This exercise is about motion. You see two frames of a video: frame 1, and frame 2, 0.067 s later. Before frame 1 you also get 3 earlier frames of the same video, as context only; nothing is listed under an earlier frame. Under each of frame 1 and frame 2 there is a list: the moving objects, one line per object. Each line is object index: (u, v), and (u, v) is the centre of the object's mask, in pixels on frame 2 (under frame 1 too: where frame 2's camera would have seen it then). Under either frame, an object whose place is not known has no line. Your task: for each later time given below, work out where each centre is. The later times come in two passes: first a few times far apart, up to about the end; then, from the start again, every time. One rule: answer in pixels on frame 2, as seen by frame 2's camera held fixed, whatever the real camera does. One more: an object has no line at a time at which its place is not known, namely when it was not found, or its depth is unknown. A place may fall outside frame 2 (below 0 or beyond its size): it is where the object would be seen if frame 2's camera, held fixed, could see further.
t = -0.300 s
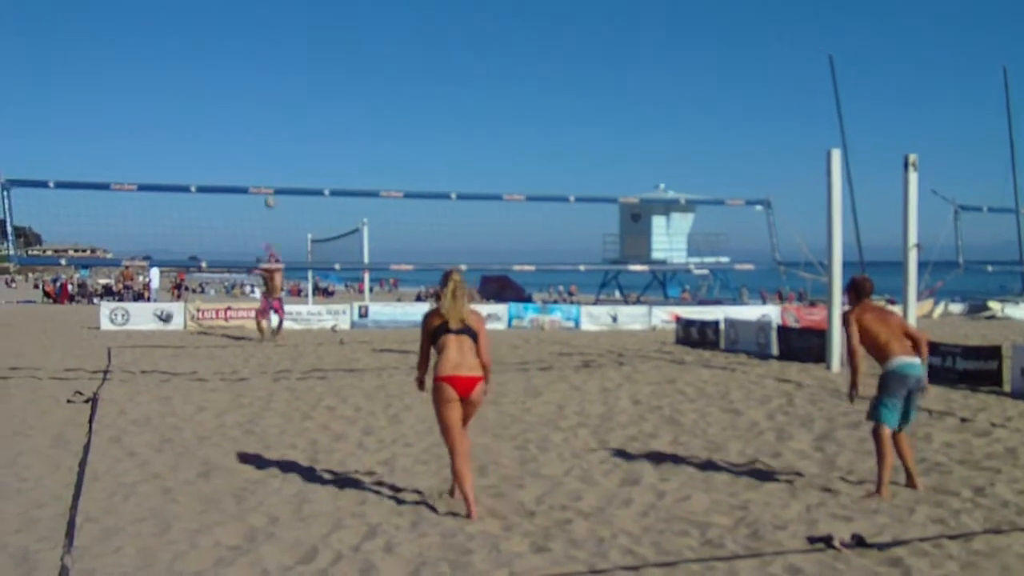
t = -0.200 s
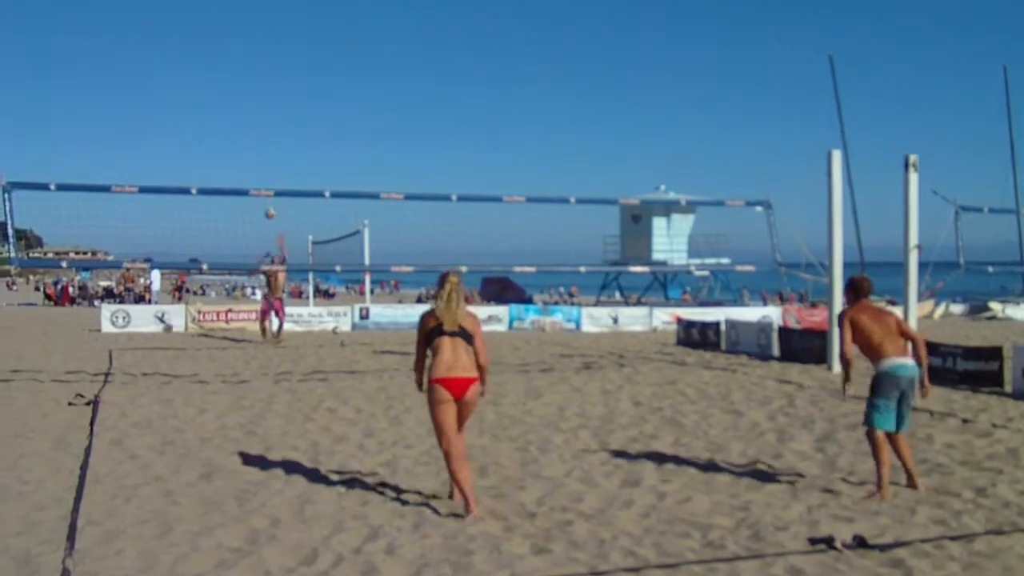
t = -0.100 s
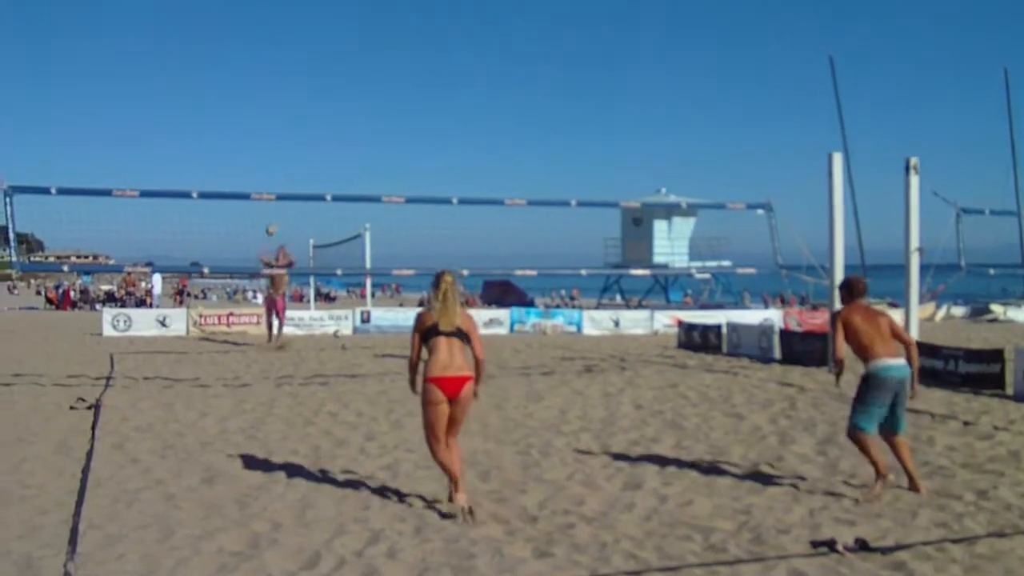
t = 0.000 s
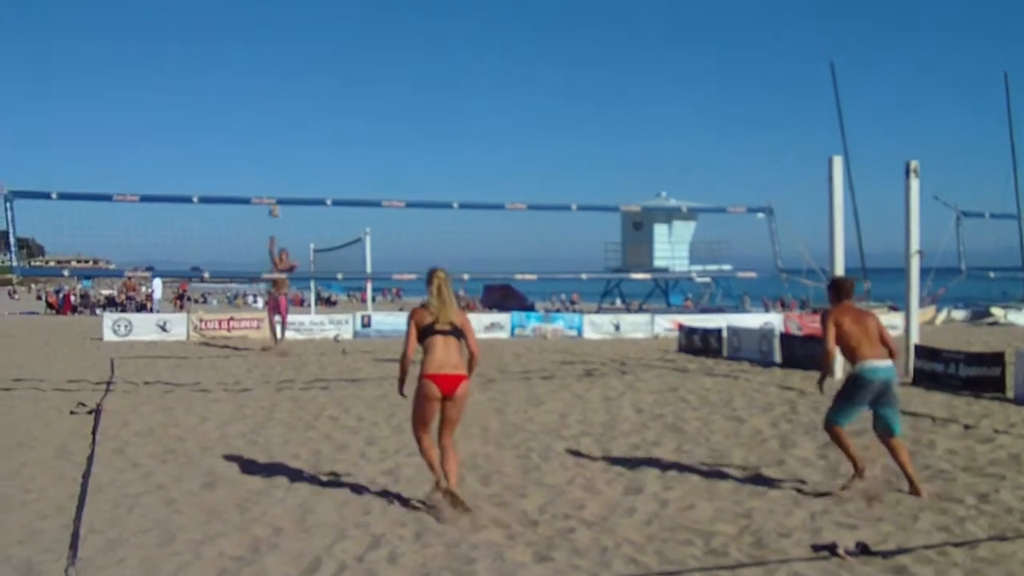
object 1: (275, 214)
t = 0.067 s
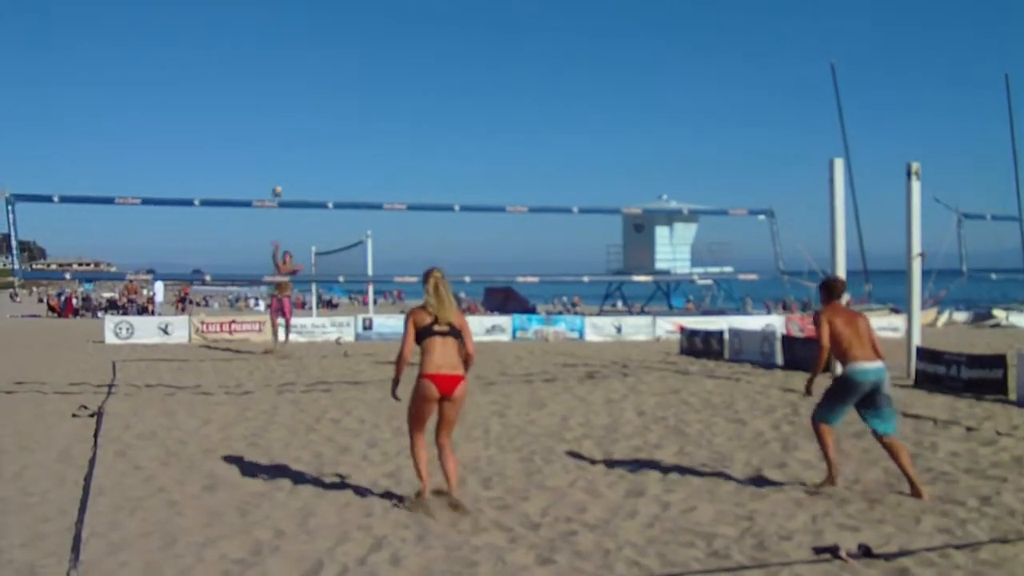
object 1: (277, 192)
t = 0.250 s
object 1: (284, 135)
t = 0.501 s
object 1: (294, 79)
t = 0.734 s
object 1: (309, 59)
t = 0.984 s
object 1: (329, 88)
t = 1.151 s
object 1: (346, 151)
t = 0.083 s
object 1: (279, 185)
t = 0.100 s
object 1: (279, 180)
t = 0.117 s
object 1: (279, 175)
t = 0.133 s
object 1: (280, 170)
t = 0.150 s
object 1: (282, 164)
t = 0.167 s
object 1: (281, 161)
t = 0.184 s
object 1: (281, 155)
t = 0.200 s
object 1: (282, 152)
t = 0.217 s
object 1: (282, 143)
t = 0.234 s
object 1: (283, 139)
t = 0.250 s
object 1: (284, 135)
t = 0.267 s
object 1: (284, 130)
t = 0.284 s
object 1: (285, 127)
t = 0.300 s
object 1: (286, 123)
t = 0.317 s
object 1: (286, 118)
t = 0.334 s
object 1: (287, 113)
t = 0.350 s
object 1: (287, 109)
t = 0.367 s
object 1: (288, 105)
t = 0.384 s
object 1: (288, 101)
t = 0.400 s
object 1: (290, 98)
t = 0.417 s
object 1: (291, 95)
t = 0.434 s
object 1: (292, 92)
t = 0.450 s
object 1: (292, 89)
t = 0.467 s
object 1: (293, 85)
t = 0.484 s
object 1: (294, 82)
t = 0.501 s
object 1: (294, 79)
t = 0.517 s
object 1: (296, 76)
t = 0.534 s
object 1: (297, 74)
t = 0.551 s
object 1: (298, 72)
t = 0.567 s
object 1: (299, 70)
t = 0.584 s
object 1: (300, 68)
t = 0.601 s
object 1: (301, 66)
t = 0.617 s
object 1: (302, 65)
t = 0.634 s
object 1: (303, 63)
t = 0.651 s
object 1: (304, 61)
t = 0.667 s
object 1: (305, 60)
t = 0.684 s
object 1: (306, 59)
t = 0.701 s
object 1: (307, 59)
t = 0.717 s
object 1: (308, 58)
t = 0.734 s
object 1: (309, 59)
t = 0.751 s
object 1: (310, 59)
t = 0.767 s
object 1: (311, 59)
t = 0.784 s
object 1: (312, 60)
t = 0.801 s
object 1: (314, 60)
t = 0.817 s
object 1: (315, 61)
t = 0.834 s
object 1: (316, 63)
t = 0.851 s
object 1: (318, 64)
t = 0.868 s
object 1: (319, 66)
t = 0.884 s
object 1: (320, 67)
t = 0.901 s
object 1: (322, 70)
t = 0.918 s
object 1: (323, 73)
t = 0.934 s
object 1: (325, 76)
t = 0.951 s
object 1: (326, 79)
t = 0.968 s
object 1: (327, 83)
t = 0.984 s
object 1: (329, 88)
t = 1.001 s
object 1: (330, 92)
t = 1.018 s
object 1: (332, 97)
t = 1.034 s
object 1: (333, 102)
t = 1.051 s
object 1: (334, 108)
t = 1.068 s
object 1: (336, 113)
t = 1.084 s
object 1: (339, 120)
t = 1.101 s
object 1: (341, 127)
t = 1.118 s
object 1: (342, 135)
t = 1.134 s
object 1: (344, 144)
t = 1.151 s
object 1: (346, 151)
